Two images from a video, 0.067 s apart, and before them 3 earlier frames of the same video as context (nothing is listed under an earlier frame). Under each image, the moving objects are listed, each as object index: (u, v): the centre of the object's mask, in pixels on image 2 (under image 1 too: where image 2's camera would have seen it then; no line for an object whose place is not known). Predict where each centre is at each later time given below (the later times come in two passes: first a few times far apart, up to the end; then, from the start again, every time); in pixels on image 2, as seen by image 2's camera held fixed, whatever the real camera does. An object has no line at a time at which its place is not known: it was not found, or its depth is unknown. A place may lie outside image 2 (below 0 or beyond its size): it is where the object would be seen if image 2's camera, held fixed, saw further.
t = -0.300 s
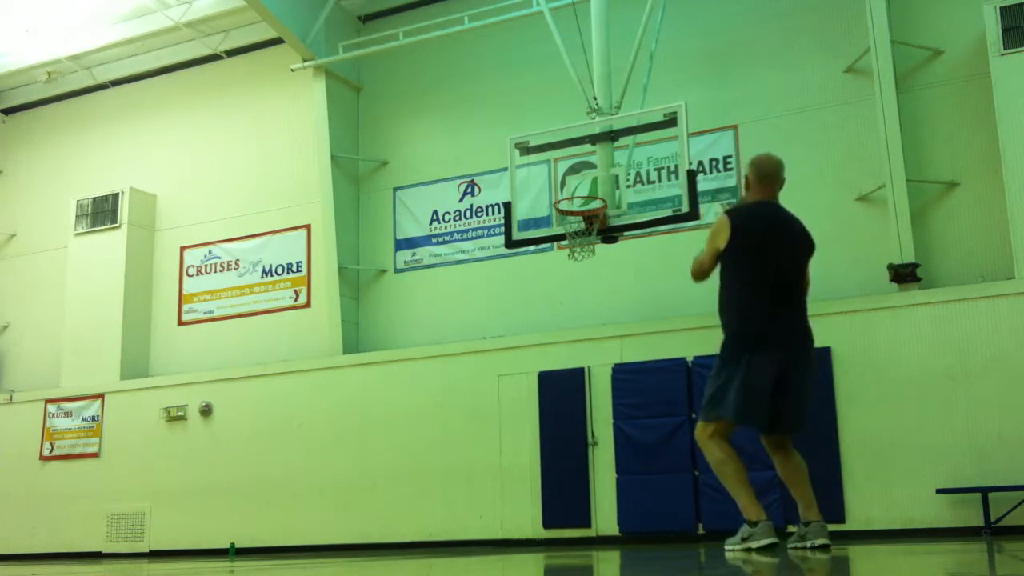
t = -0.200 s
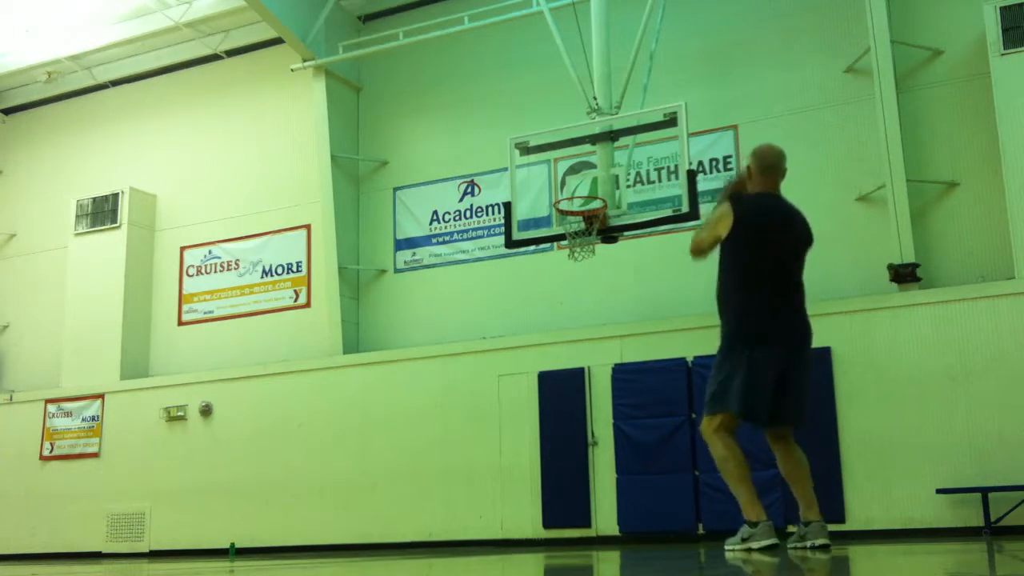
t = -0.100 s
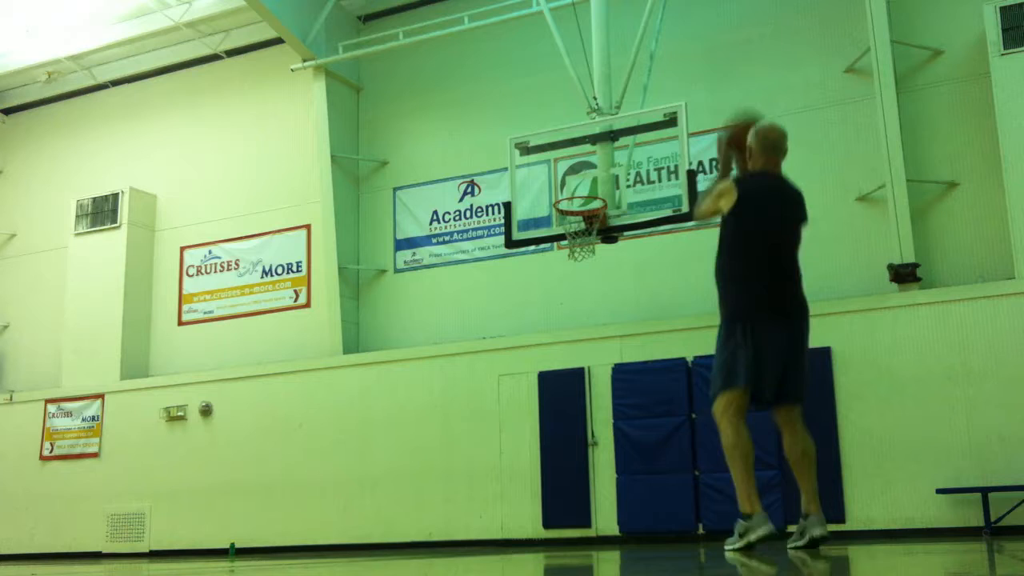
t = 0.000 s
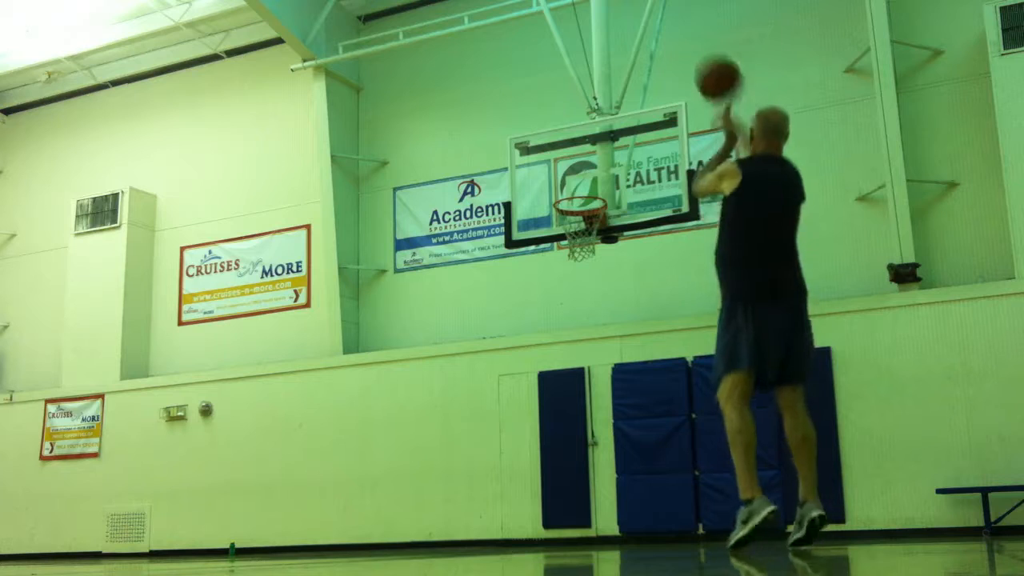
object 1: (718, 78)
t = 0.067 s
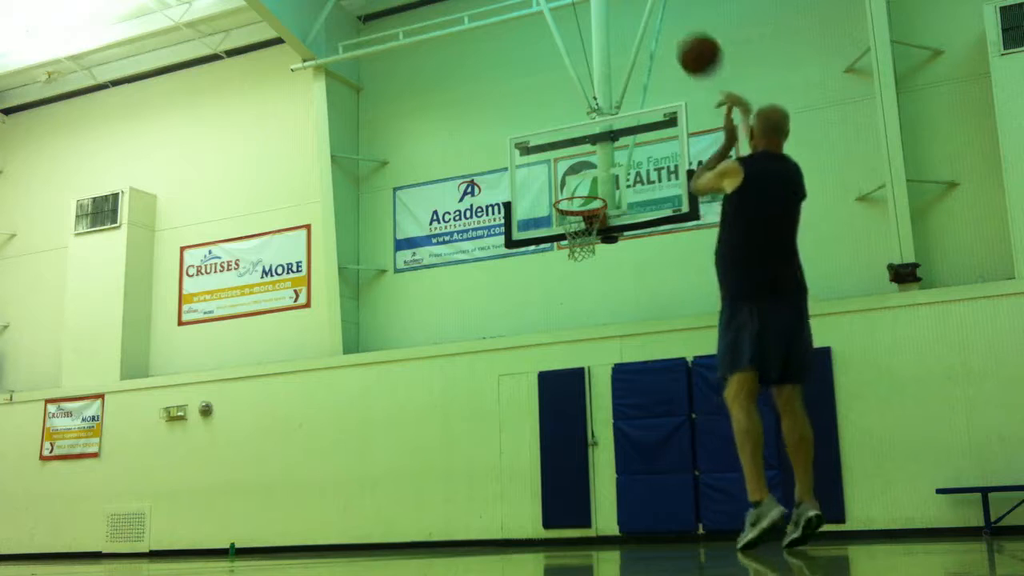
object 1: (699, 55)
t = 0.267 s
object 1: (654, 31)
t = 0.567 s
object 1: (610, 88)
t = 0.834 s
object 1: (589, 176)
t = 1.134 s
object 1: (607, 112)
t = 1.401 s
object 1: (628, 133)
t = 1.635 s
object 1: (652, 223)
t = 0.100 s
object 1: (690, 46)
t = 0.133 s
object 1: (682, 39)
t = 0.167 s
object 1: (674, 34)
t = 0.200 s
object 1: (667, 32)
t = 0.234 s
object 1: (661, 30)
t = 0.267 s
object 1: (654, 31)
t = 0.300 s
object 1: (648, 32)
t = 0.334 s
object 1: (642, 35)
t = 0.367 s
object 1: (637, 39)
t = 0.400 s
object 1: (631, 45)
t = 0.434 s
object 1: (626, 52)
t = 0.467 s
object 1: (622, 60)
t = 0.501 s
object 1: (617, 69)
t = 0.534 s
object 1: (613, 78)
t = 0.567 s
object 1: (610, 88)
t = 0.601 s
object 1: (605, 101)
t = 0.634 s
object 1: (602, 113)
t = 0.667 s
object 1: (599, 128)
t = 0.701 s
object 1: (596, 142)
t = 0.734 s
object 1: (592, 156)
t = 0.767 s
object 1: (589, 171)
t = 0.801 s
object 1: (587, 184)
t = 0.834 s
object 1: (589, 176)
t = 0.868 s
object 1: (590, 164)
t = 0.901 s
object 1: (592, 155)
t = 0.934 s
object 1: (594, 145)
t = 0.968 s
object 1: (596, 137)
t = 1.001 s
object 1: (598, 130)
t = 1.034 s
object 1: (601, 124)
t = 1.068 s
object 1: (603, 118)
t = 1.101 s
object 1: (605, 114)
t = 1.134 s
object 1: (607, 112)
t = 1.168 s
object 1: (609, 110)
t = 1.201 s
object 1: (613, 110)
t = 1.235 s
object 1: (615, 110)
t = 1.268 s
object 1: (618, 112)
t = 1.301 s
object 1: (620, 115)
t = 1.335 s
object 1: (622, 119)
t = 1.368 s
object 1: (626, 125)
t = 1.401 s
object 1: (628, 133)
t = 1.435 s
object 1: (632, 141)
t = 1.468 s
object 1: (635, 151)
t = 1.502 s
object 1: (638, 162)
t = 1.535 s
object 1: (641, 176)
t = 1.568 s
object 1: (645, 191)
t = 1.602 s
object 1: (649, 206)
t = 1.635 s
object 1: (652, 223)
